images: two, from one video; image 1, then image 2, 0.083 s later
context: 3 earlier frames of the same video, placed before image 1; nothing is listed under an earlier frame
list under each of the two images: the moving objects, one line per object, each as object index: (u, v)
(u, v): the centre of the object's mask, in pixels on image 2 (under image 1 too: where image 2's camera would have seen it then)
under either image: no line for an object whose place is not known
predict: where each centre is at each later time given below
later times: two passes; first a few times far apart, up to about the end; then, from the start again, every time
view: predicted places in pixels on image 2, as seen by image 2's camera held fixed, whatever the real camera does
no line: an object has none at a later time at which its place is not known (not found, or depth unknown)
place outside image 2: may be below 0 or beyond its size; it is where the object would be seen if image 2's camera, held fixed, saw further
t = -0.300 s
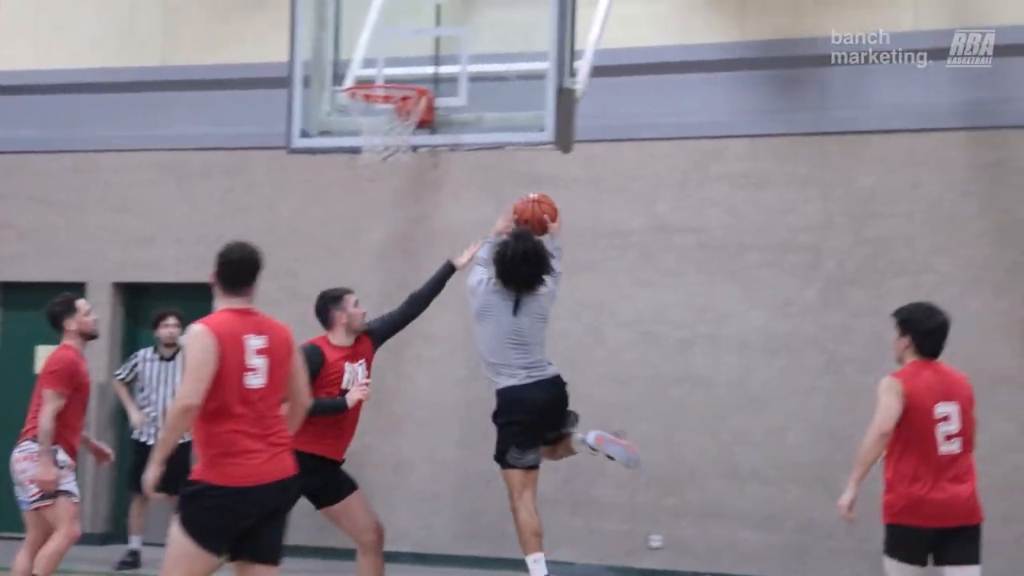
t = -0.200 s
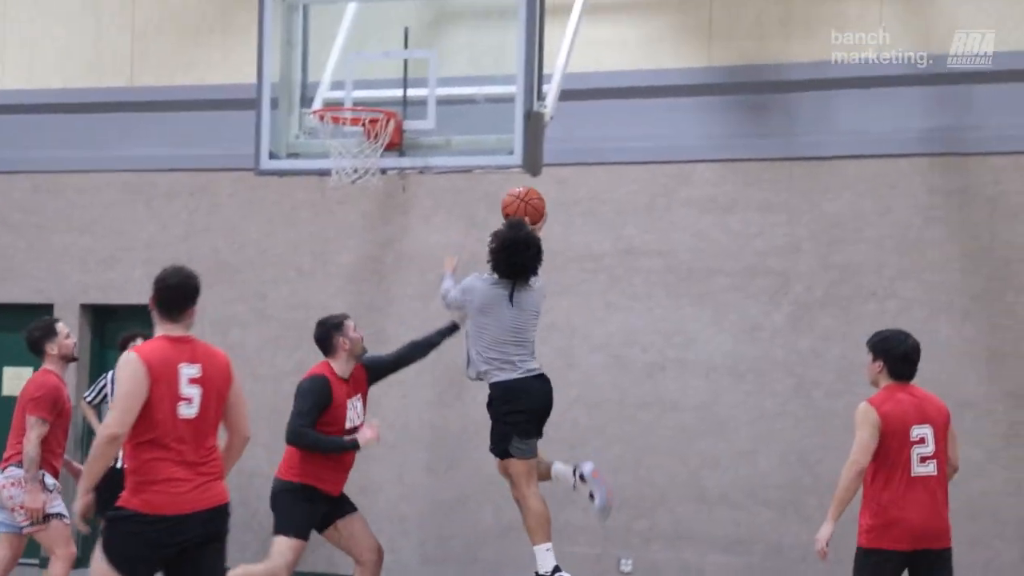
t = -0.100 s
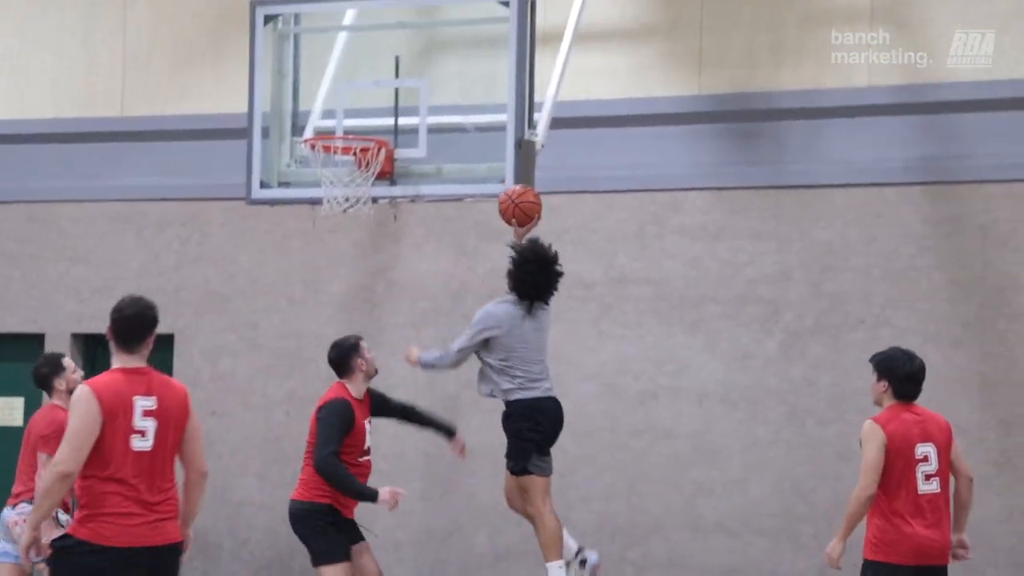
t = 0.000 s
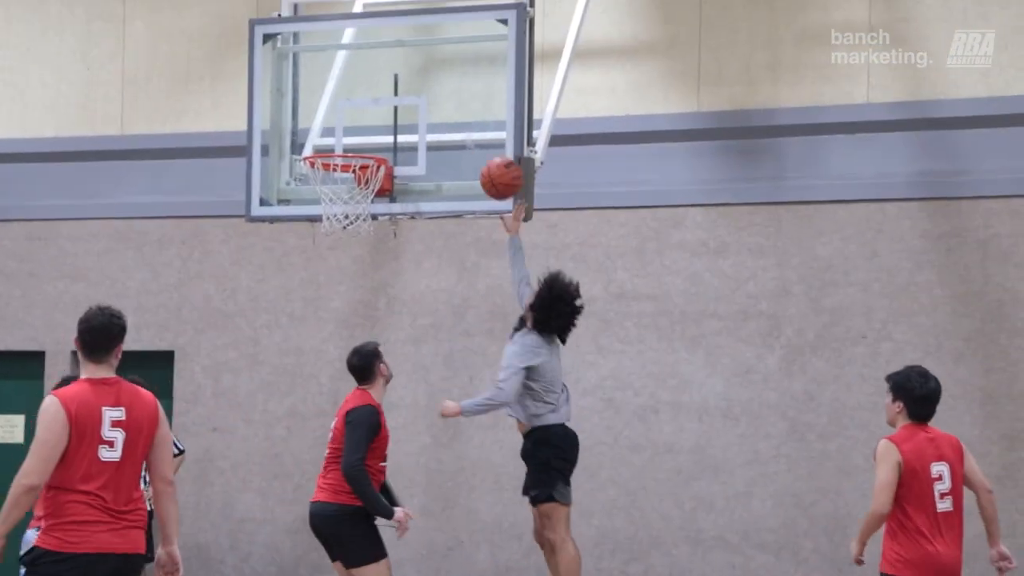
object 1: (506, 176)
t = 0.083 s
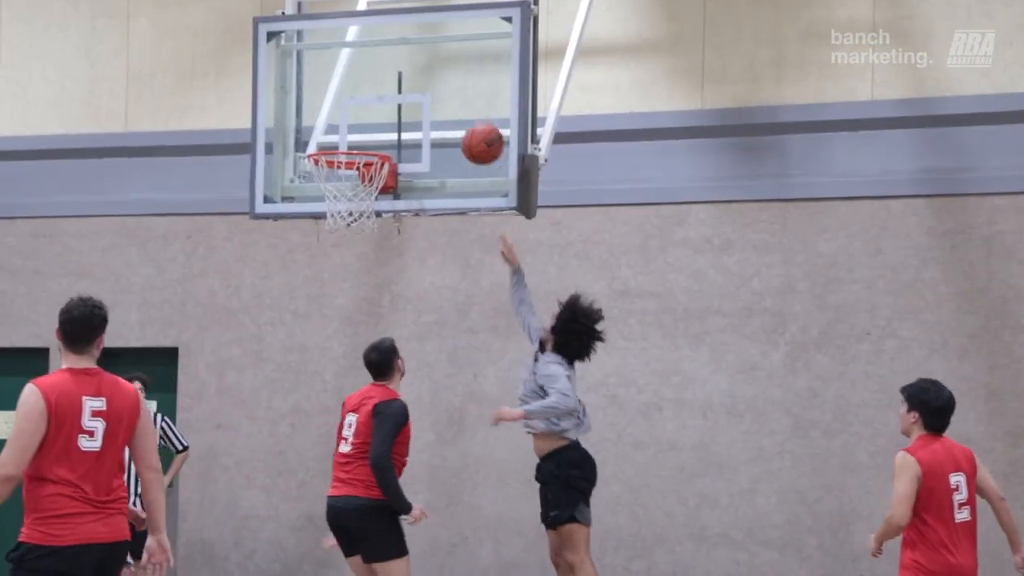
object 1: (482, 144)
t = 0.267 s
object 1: (433, 118)
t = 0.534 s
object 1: (364, 130)
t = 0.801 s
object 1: (350, 148)
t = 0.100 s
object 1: (478, 139)
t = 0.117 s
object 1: (473, 134)
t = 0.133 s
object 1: (469, 131)
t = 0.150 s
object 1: (464, 127)
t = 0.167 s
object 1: (459, 124)
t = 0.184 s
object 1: (455, 122)
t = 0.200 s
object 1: (450, 120)
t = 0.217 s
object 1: (446, 119)
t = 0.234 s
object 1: (441, 118)
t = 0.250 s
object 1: (437, 118)
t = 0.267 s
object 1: (433, 118)
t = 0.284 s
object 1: (428, 118)
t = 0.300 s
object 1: (424, 119)
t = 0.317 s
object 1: (419, 120)
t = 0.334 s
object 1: (414, 122)
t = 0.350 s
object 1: (409, 124)
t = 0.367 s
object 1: (404, 126)
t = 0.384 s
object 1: (399, 129)
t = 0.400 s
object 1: (395, 132)
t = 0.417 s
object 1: (390, 135)
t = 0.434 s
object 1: (386, 138)
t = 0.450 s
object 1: (382, 136)
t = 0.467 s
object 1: (378, 134)
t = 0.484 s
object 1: (374, 133)
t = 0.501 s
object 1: (371, 132)
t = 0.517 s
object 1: (367, 131)
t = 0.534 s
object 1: (364, 130)
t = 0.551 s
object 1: (359, 130)
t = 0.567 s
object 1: (356, 131)
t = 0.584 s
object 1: (352, 131)
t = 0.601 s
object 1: (348, 132)
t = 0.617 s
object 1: (344, 133)
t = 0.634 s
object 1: (340, 135)
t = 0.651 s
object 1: (336, 136)
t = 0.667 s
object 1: (333, 138)
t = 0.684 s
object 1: (329, 141)
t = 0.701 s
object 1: (328, 141)
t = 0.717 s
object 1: (331, 145)
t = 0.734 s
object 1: (336, 141)
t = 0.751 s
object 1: (339, 141)
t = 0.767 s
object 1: (343, 142)
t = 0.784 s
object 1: (347, 147)
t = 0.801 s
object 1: (350, 148)
